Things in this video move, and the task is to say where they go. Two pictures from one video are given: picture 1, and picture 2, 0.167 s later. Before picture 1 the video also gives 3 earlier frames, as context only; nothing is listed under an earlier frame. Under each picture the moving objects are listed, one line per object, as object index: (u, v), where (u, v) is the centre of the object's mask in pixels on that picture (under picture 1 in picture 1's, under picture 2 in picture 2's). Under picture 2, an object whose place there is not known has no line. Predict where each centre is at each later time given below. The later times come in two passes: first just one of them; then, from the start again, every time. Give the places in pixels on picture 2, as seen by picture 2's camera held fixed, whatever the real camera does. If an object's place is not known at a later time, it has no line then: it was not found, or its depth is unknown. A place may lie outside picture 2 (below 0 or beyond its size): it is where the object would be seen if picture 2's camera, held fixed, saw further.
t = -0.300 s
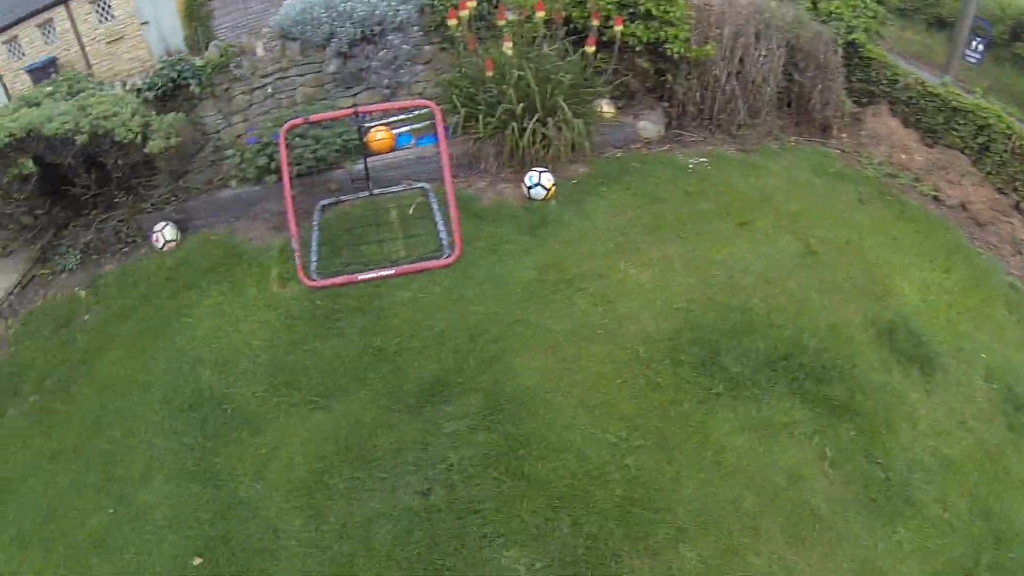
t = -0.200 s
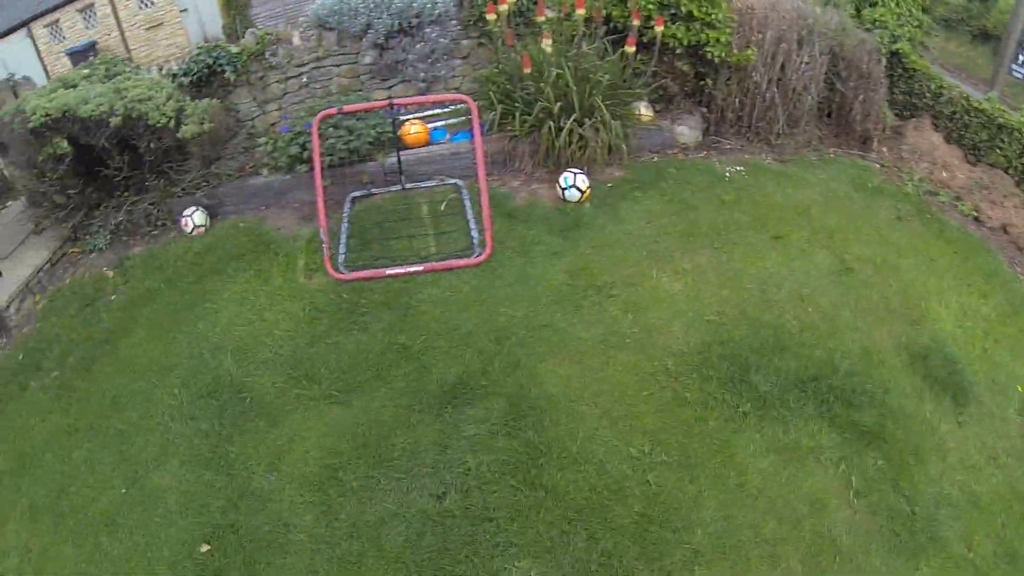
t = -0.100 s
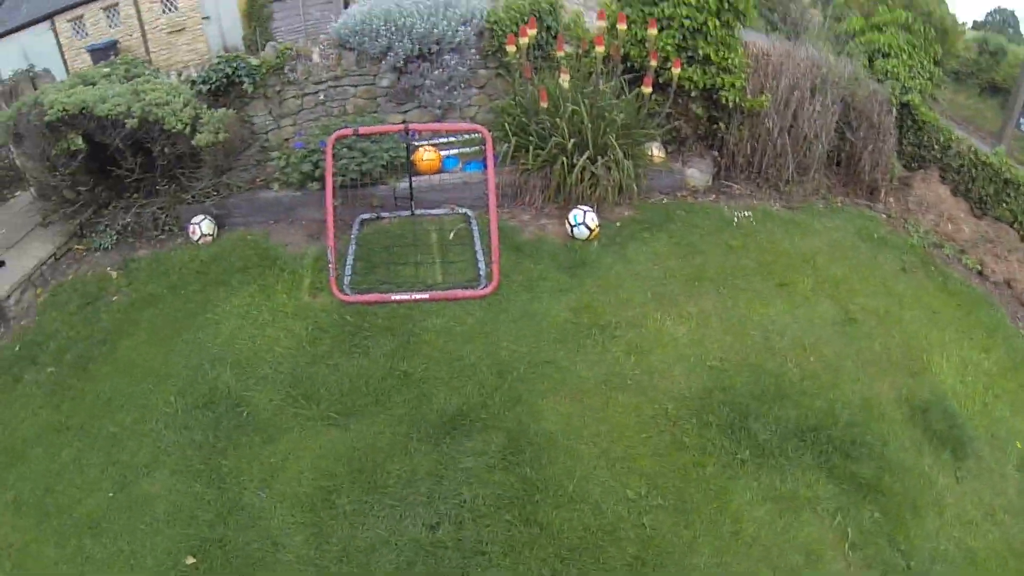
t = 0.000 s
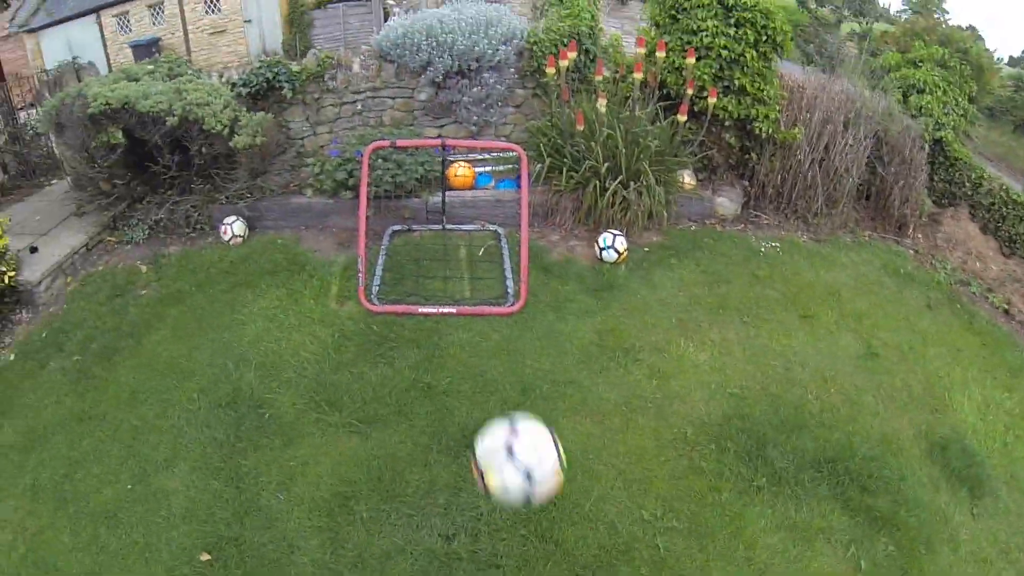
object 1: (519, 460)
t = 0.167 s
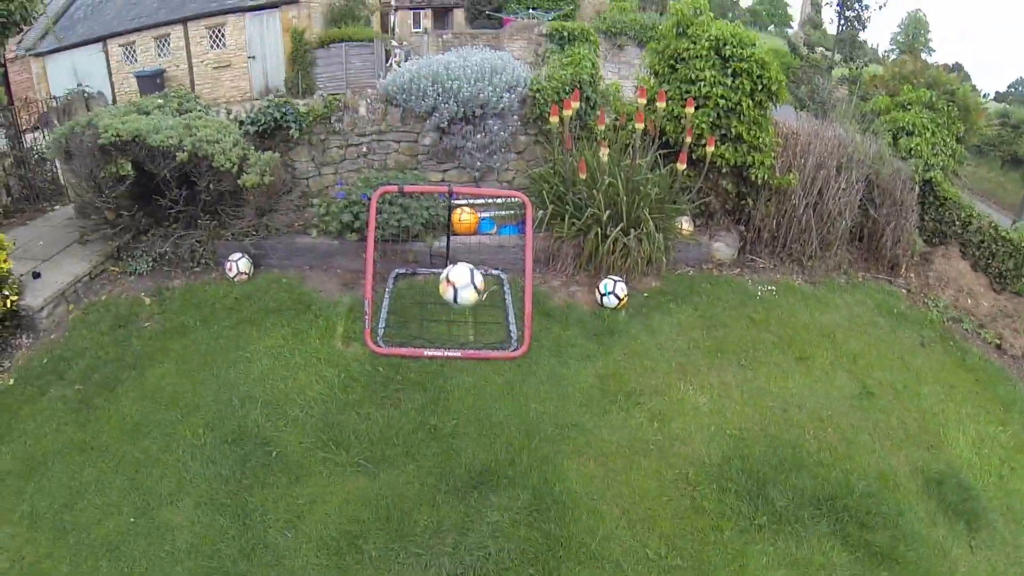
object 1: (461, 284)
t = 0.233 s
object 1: (451, 258)
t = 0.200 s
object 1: (456, 271)
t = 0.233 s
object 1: (451, 258)
